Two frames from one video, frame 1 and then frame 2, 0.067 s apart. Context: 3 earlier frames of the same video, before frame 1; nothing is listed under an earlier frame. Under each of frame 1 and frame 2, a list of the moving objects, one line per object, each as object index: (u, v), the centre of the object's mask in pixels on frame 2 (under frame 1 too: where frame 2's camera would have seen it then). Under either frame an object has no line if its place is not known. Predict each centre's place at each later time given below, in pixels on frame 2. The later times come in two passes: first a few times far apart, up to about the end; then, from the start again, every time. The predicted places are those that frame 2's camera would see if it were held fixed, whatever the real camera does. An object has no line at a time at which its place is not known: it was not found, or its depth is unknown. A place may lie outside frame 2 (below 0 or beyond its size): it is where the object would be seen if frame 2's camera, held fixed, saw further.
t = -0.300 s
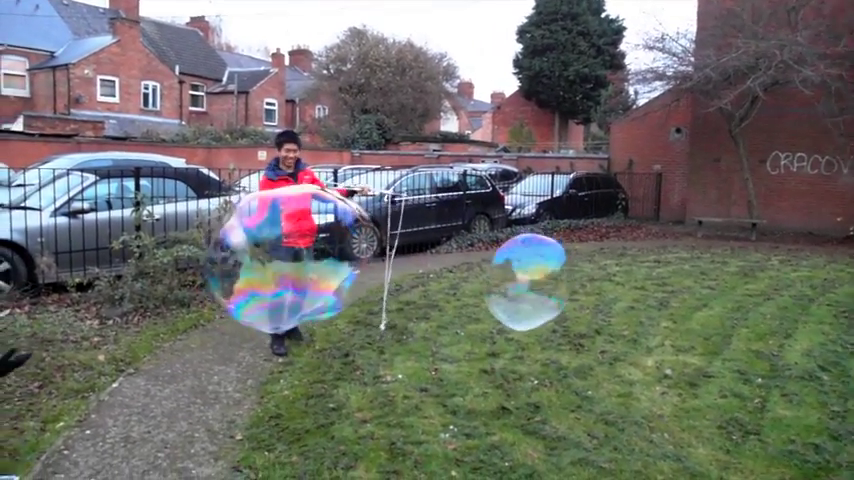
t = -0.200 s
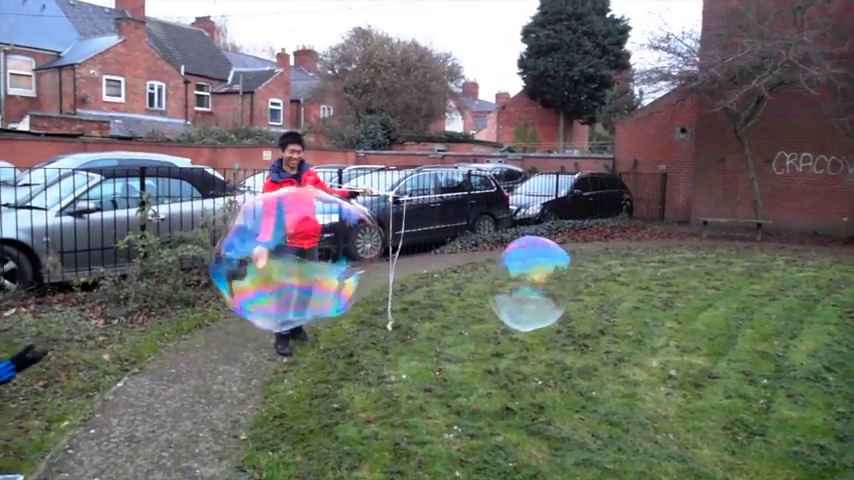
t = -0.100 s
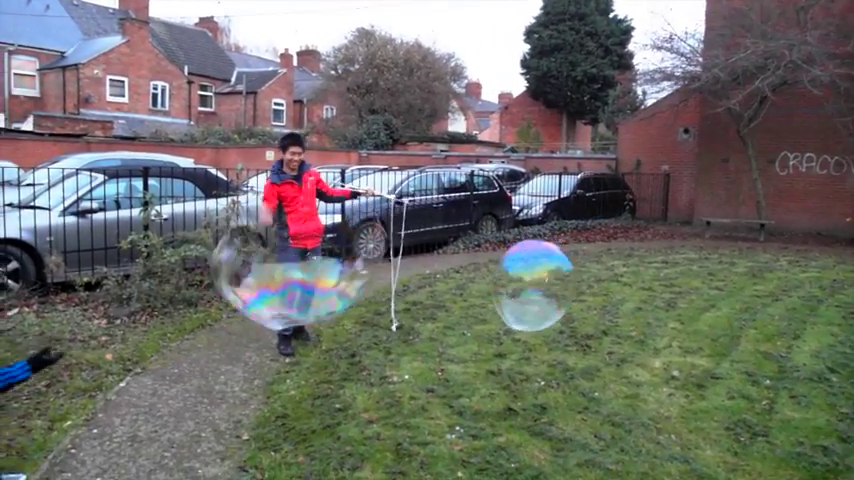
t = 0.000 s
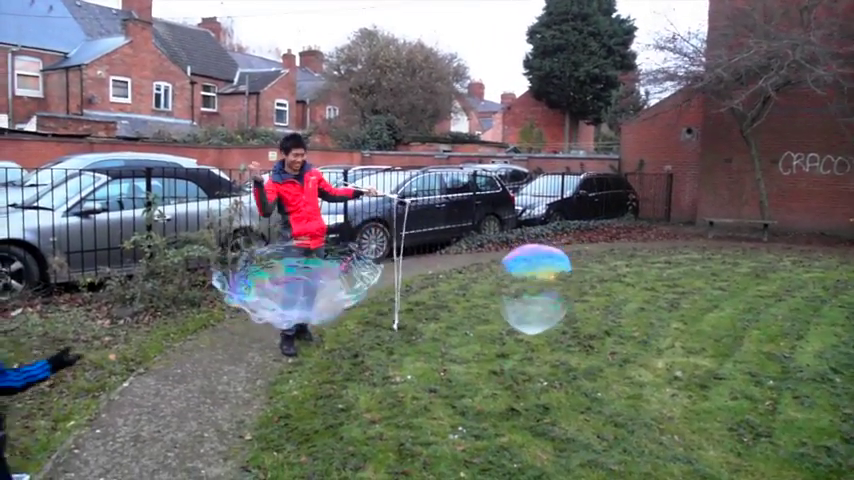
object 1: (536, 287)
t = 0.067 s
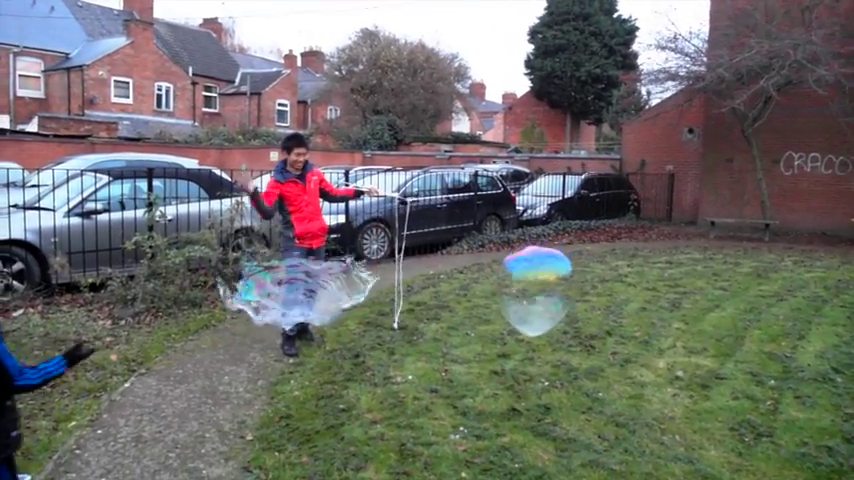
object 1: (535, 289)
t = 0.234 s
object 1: (534, 292)
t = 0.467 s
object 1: (530, 297)
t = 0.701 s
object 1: (528, 301)
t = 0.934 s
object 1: (525, 305)
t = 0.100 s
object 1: (535, 289)
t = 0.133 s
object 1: (535, 290)
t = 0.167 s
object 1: (535, 291)
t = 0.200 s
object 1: (534, 291)
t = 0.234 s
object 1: (534, 292)
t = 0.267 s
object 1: (535, 293)
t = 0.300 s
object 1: (535, 294)
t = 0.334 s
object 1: (535, 294)
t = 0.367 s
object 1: (532, 295)
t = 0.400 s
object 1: (532, 296)
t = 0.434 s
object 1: (531, 297)
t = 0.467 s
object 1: (530, 297)
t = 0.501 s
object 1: (530, 298)
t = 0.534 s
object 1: (529, 299)
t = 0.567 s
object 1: (529, 299)
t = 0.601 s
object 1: (529, 300)
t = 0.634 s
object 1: (528, 300)
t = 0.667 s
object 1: (528, 301)
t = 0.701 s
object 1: (528, 301)
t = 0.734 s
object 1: (527, 302)
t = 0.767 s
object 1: (527, 303)
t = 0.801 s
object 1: (526, 303)
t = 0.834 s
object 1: (525, 303)
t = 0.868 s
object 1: (525, 304)
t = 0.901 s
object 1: (525, 304)
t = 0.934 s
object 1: (525, 305)
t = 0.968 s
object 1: (525, 305)
